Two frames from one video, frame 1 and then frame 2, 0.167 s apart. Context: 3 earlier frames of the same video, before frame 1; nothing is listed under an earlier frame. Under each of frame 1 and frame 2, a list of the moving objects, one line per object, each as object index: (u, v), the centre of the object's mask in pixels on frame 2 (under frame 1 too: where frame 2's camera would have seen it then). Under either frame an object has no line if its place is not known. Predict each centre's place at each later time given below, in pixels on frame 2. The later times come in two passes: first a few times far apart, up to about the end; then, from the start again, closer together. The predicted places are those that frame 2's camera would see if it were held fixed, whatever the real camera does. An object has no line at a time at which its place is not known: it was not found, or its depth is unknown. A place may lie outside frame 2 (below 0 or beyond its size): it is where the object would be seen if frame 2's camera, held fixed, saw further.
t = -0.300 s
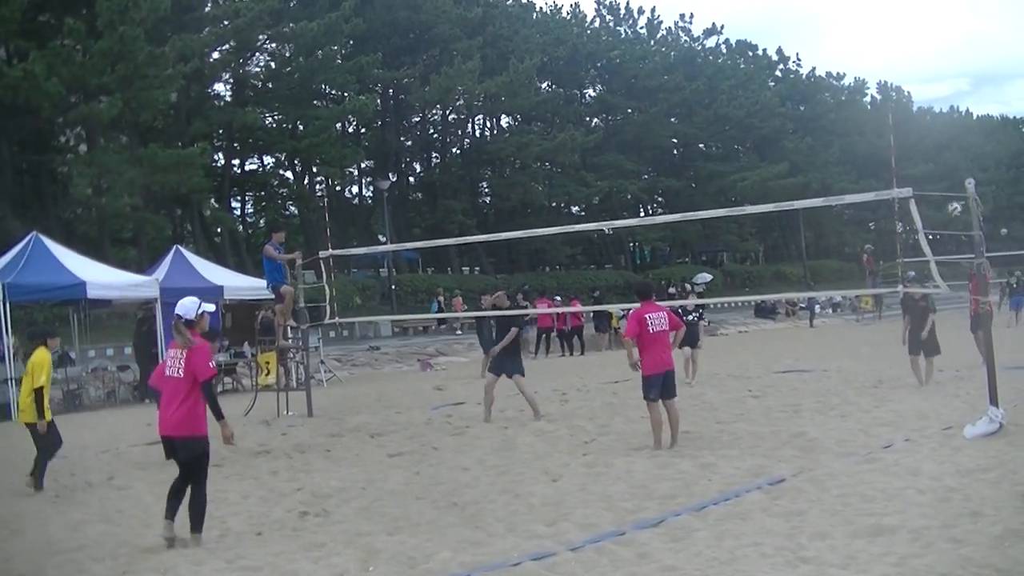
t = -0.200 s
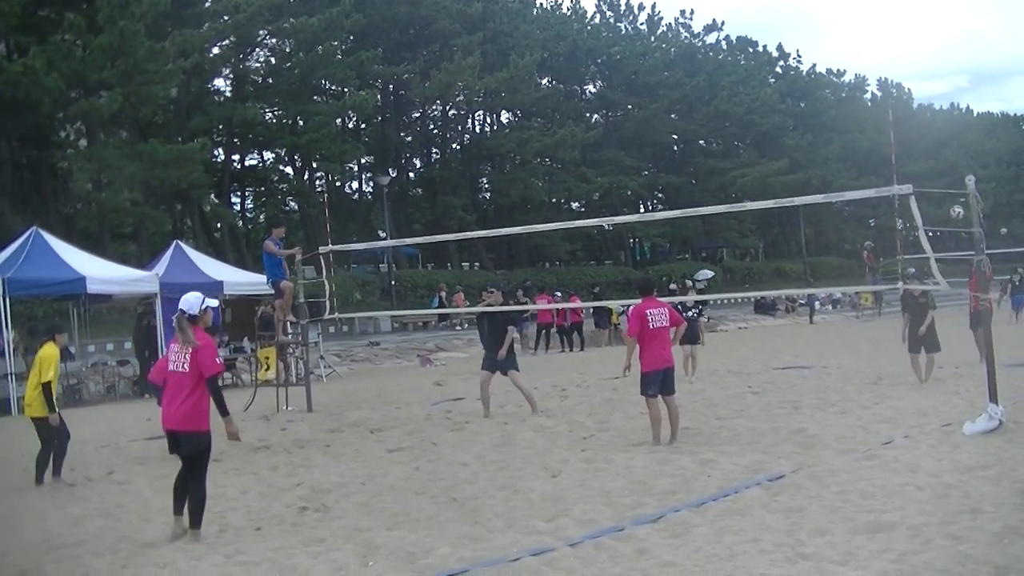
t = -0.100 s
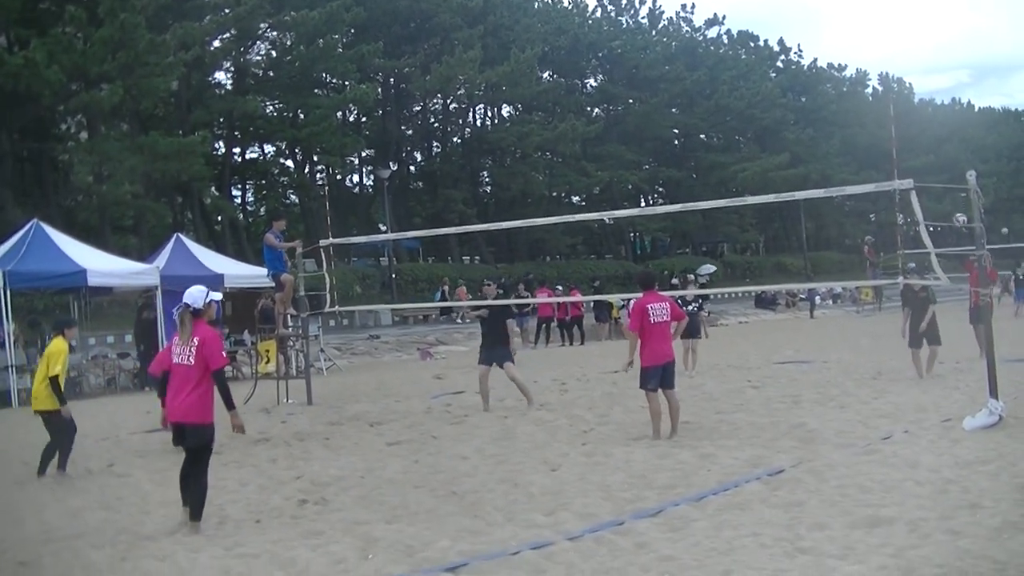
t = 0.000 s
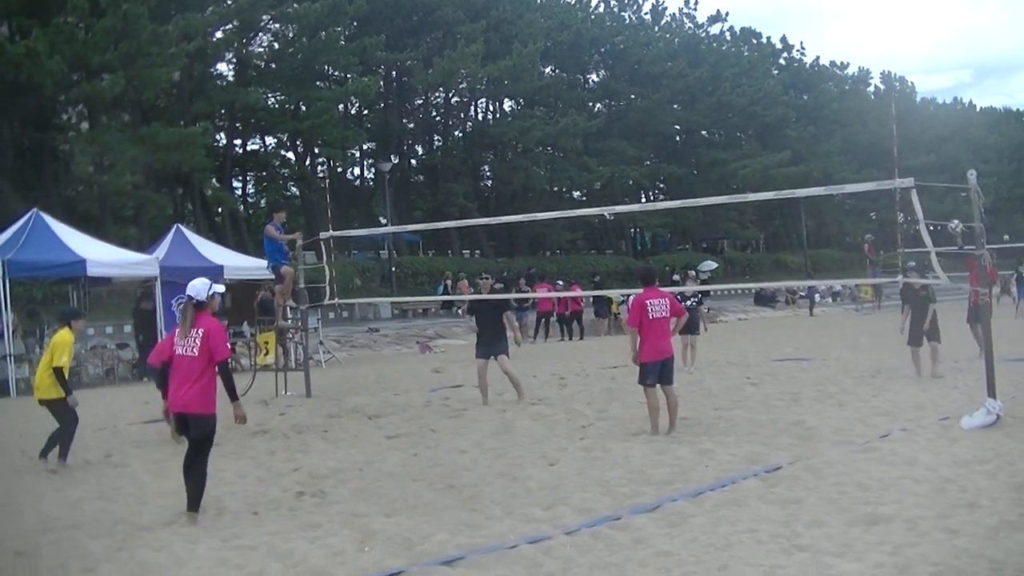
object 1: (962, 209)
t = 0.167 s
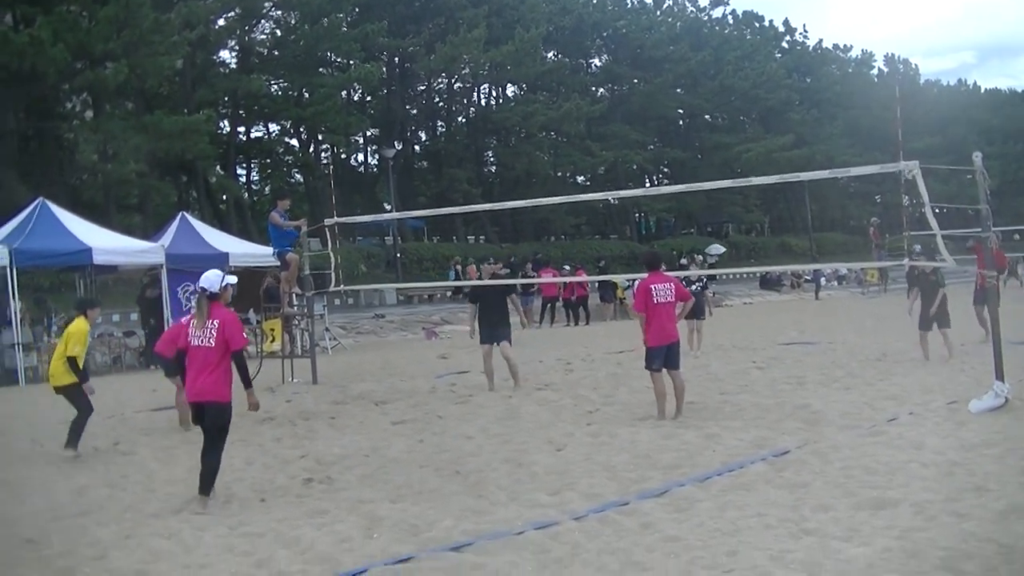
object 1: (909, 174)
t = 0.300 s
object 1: (867, 153)
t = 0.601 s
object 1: (735, 152)
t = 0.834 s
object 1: (586, 220)
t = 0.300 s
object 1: (867, 153)
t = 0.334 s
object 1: (855, 150)
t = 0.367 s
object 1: (841, 148)
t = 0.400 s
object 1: (828, 147)
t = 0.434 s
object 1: (814, 145)
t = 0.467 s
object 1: (800, 145)
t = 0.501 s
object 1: (785, 145)
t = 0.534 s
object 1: (770, 147)
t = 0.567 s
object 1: (753, 150)
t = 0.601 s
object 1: (735, 152)
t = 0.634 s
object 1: (717, 157)
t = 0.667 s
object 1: (698, 163)
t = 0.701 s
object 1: (678, 171)
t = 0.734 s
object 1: (657, 180)
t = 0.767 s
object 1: (634, 191)
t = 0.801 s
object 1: (611, 205)
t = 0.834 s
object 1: (586, 220)
